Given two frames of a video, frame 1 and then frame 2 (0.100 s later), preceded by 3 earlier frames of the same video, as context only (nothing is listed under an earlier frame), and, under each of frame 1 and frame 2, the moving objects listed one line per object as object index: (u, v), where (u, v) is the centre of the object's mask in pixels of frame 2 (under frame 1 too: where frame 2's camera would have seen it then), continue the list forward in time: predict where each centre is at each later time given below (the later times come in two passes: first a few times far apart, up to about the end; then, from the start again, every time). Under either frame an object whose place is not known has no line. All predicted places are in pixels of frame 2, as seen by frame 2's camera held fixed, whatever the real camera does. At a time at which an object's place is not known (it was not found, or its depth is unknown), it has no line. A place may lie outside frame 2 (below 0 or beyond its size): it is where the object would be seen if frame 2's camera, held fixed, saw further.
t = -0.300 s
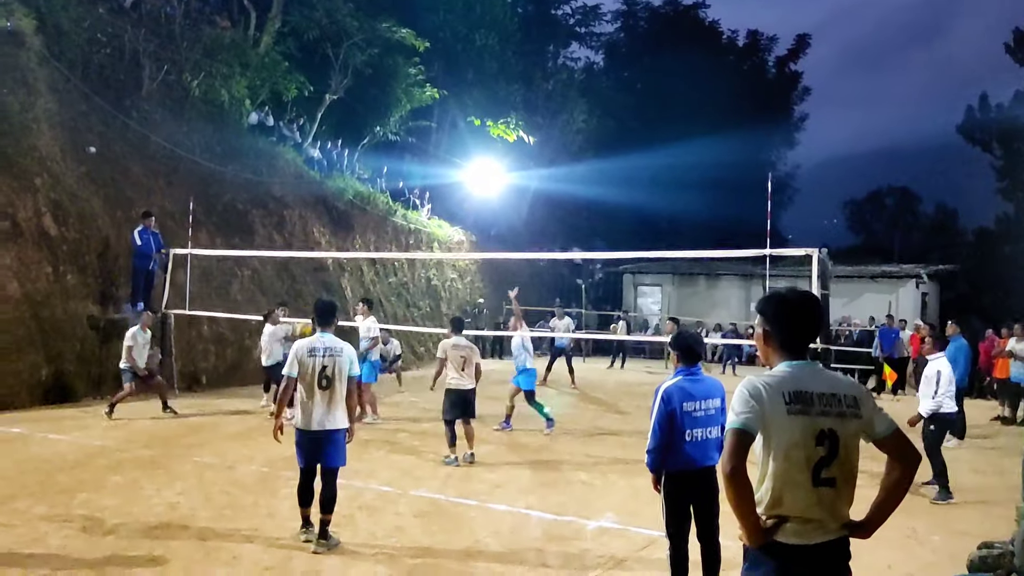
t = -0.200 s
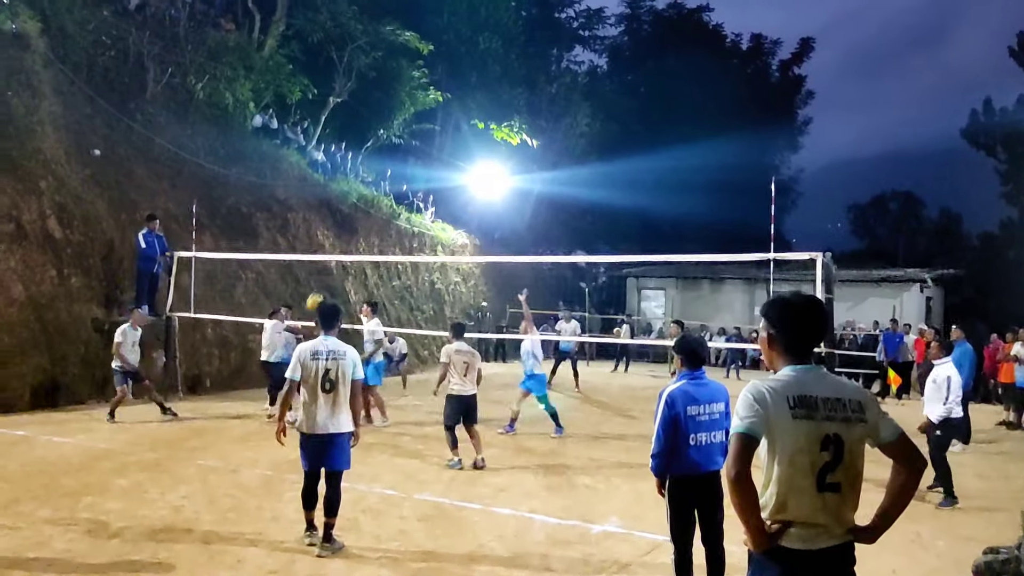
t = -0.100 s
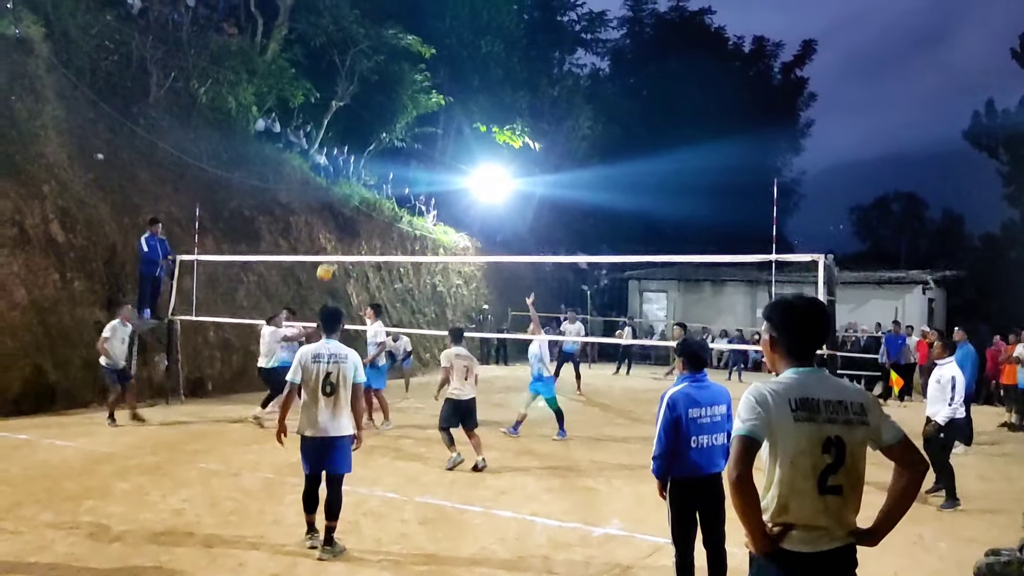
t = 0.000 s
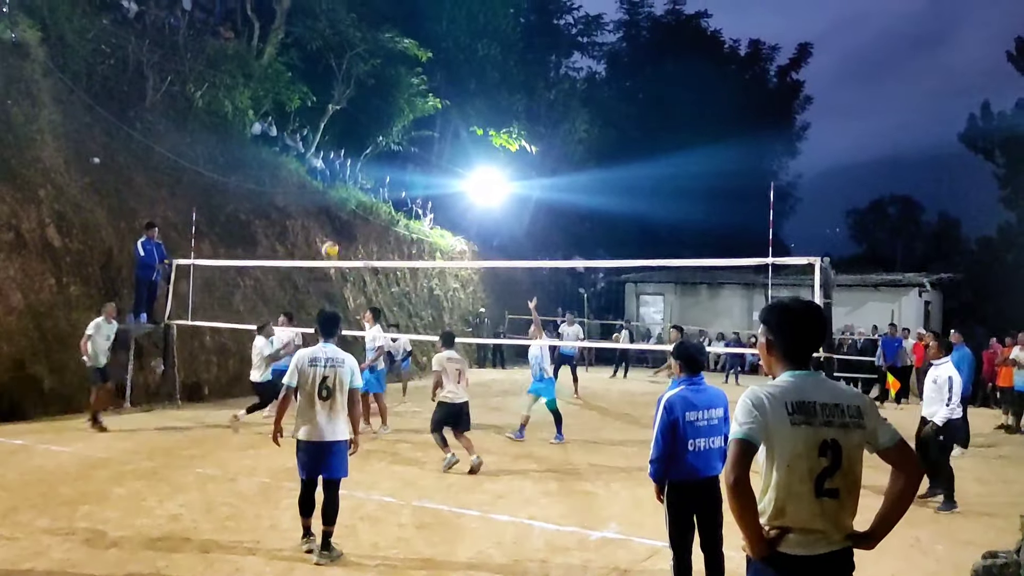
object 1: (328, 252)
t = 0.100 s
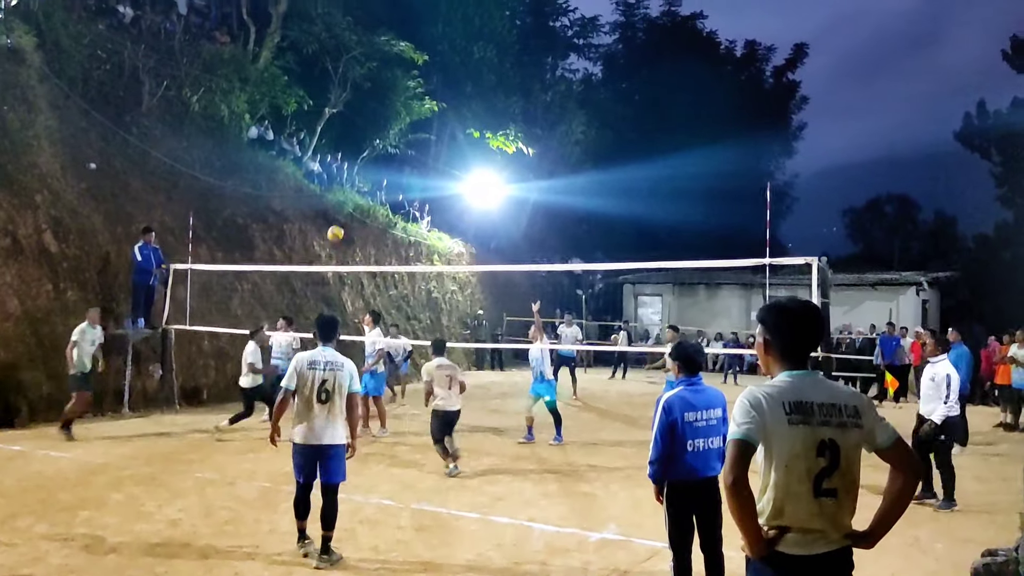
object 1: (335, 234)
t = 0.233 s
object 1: (346, 219)
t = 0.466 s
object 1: (363, 223)
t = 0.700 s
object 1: (382, 268)
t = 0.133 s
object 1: (338, 229)
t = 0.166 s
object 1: (340, 225)
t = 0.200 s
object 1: (343, 221)
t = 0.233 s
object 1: (346, 219)
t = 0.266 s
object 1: (348, 217)
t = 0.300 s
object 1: (351, 216)
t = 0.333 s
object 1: (353, 215)
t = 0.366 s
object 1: (355, 216)
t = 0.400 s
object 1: (359, 217)
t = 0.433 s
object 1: (361, 219)
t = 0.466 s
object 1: (363, 223)
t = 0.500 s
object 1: (366, 226)
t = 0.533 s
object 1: (369, 231)
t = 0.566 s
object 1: (371, 236)
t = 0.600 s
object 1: (374, 243)
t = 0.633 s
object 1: (376, 251)
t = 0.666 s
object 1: (379, 258)
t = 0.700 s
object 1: (382, 268)
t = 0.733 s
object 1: (384, 279)
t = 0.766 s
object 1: (386, 289)
